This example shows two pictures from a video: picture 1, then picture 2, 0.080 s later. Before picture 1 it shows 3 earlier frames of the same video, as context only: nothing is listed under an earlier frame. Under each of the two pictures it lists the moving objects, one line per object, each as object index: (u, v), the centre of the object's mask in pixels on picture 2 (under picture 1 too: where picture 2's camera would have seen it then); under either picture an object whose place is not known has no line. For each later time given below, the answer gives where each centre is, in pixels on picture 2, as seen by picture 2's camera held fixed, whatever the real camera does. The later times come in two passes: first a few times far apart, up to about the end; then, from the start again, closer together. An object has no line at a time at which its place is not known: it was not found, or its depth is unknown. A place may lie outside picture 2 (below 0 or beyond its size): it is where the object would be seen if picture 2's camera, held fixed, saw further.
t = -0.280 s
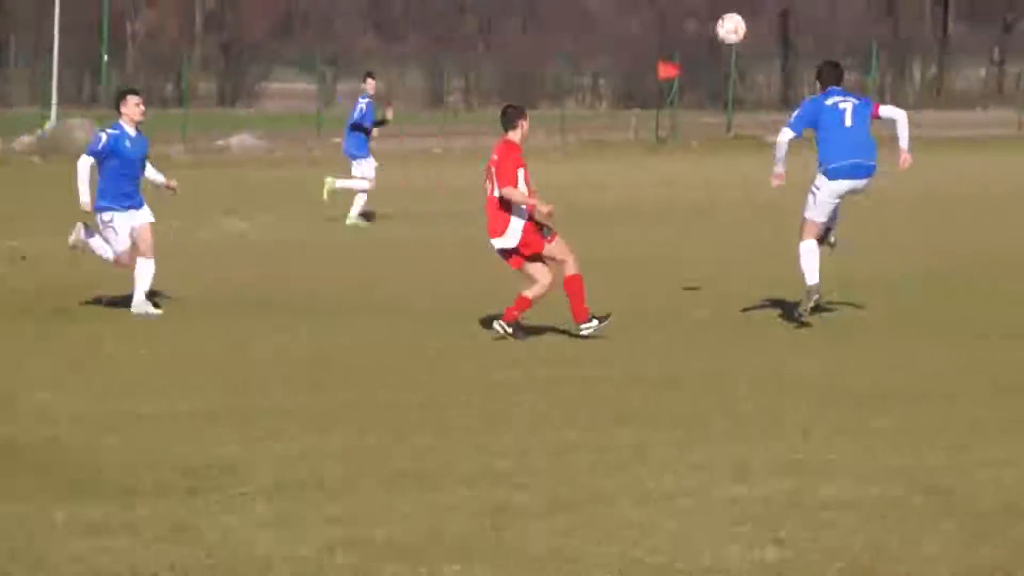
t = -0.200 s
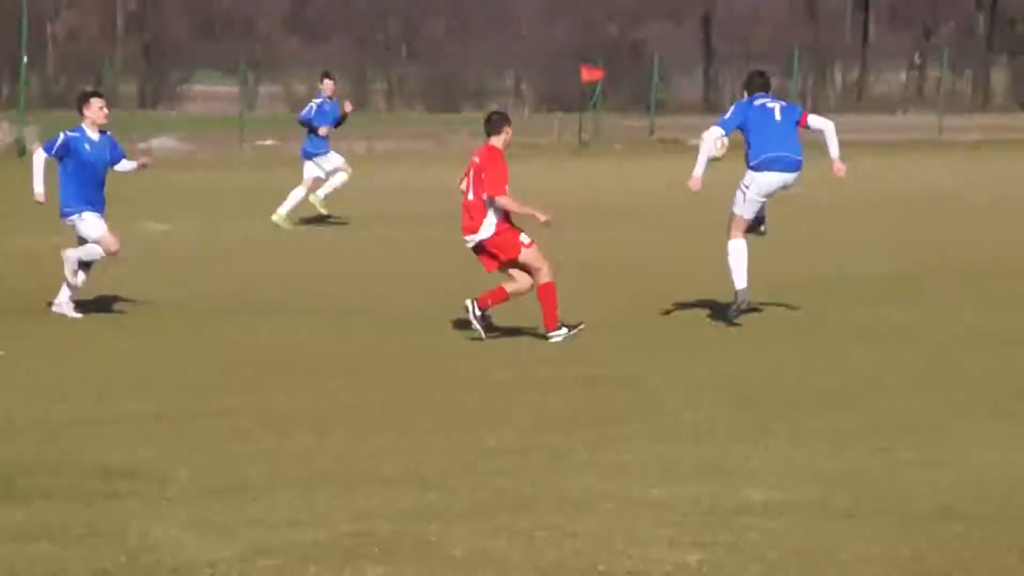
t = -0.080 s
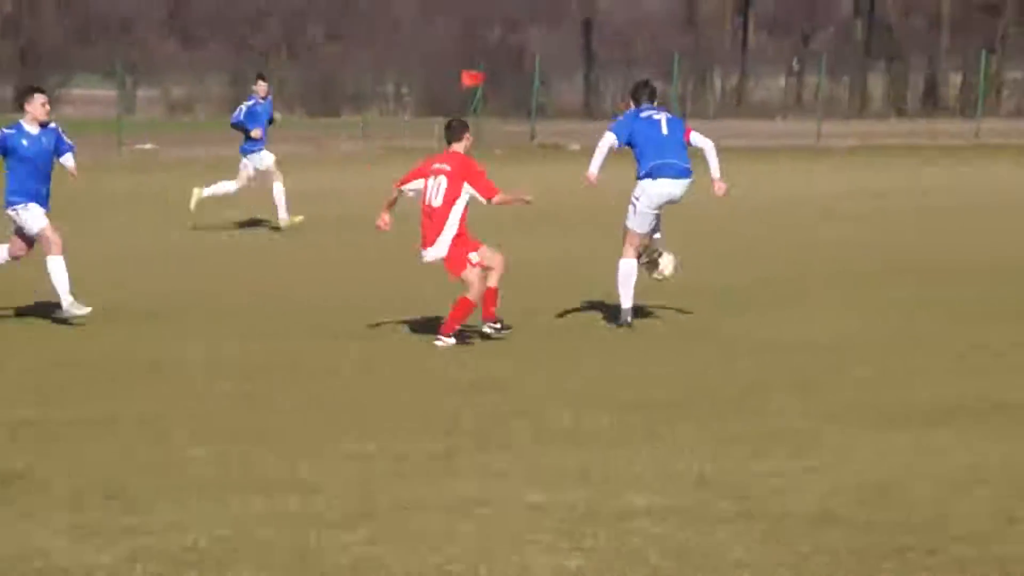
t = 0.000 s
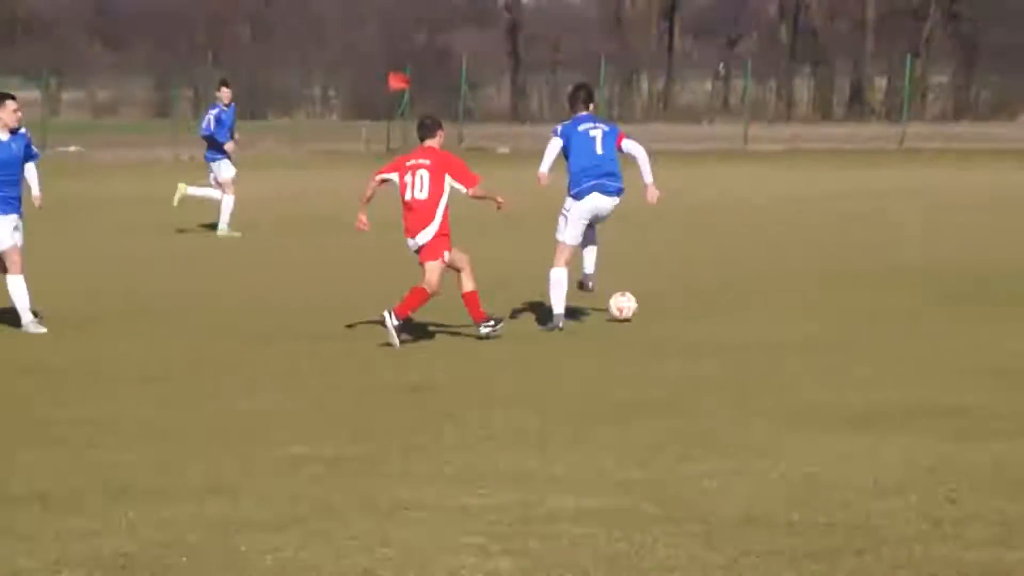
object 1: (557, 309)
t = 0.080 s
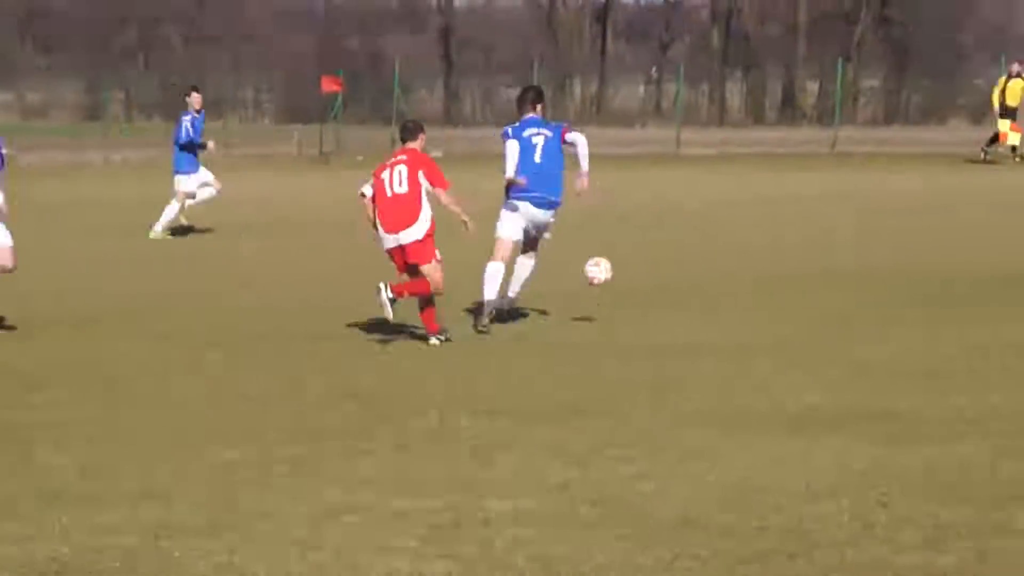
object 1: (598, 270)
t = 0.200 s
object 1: (659, 229)
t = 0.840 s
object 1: (983, 292)
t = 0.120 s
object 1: (619, 255)
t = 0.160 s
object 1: (639, 241)
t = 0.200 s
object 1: (659, 229)
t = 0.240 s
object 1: (677, 219)
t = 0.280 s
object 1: (699, 211)
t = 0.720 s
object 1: (923, 266)
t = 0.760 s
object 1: (944, 284)
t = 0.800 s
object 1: (963, 304)
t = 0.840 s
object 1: (983, 292)
